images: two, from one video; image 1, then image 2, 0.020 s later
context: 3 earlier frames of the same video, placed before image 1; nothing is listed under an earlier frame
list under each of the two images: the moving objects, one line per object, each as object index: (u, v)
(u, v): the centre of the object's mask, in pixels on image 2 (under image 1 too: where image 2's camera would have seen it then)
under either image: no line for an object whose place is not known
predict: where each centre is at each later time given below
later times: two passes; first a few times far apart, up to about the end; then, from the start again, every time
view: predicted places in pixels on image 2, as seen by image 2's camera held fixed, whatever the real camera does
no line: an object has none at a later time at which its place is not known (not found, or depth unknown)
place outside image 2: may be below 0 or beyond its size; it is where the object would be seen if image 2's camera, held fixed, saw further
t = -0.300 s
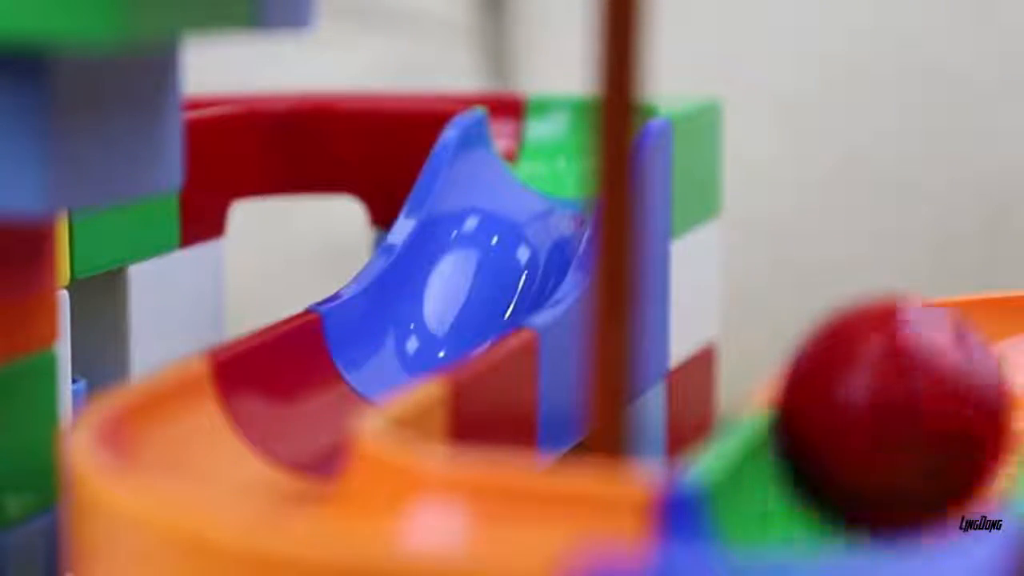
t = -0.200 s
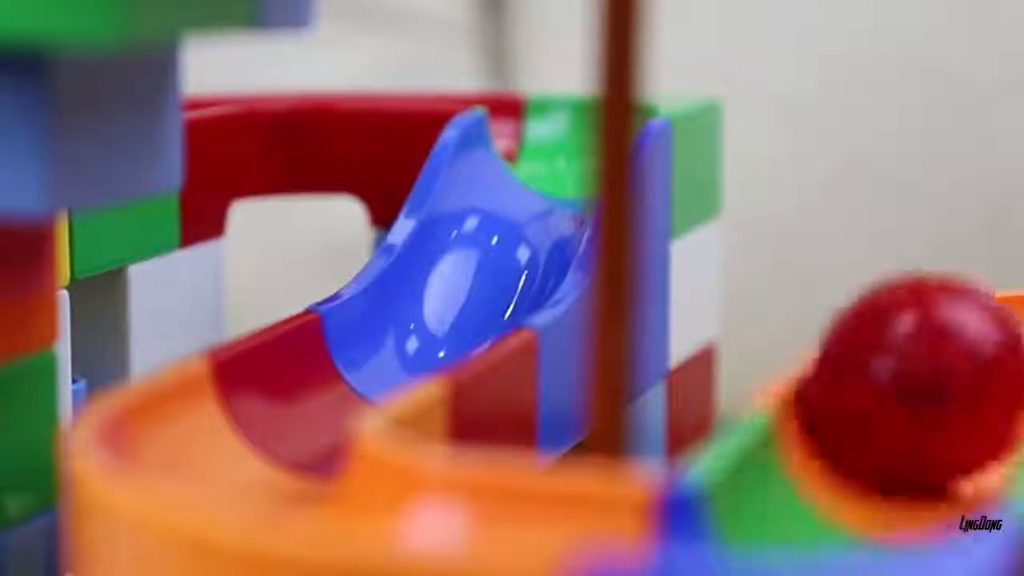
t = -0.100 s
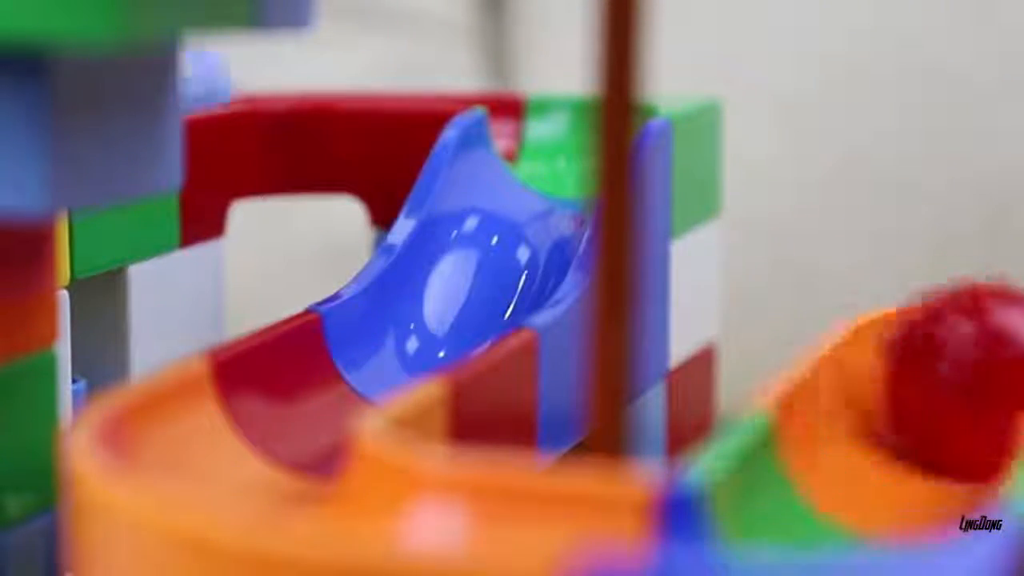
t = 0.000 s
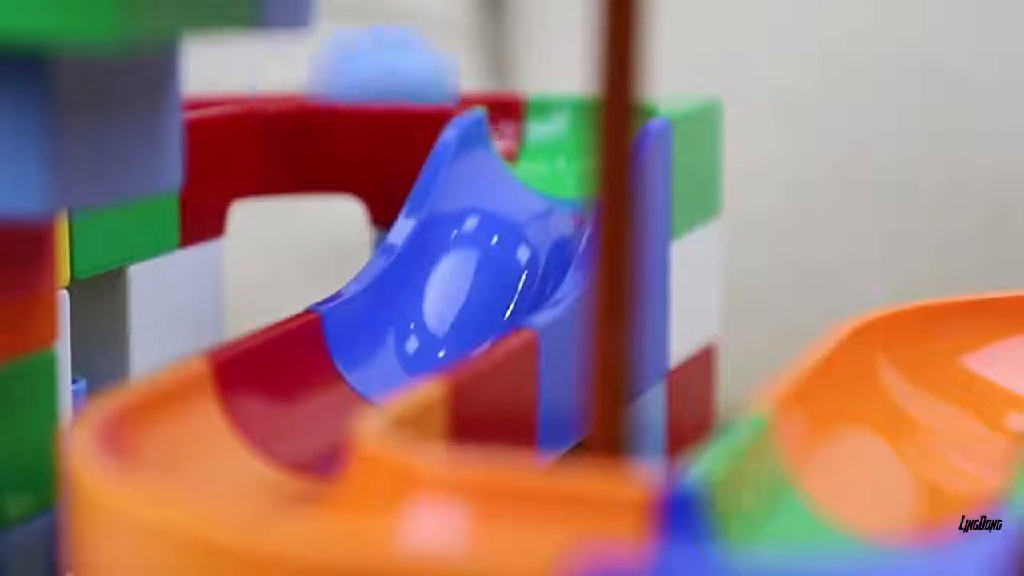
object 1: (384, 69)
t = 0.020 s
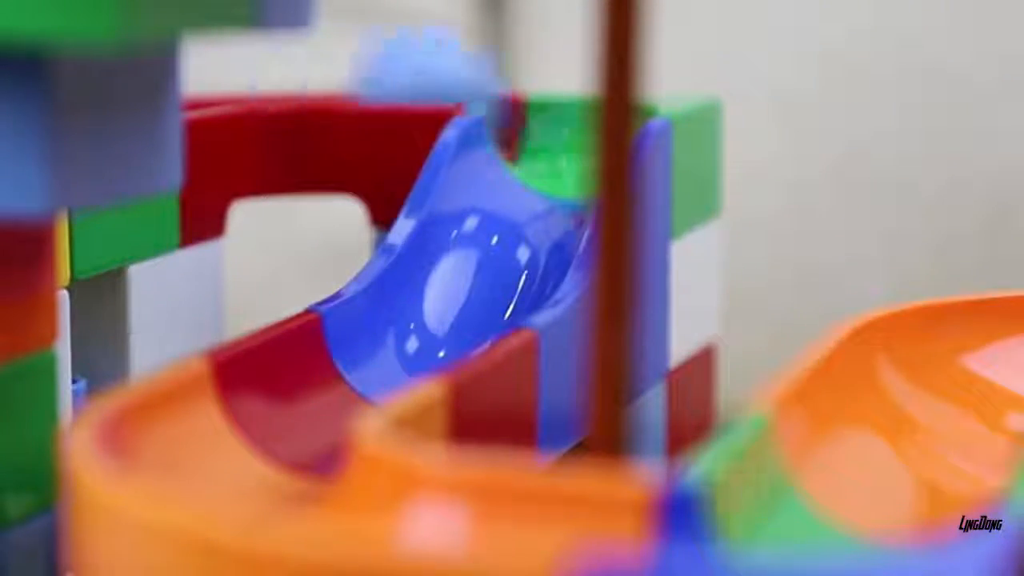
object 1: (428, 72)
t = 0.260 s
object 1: (494, 208)
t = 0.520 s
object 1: (393, 447)
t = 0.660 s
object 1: (847, 460)
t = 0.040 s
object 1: (476, 82)
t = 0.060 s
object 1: (517, 95)
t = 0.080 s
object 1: (539, 101)
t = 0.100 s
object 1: (546, 107)
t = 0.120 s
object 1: (552, 106)
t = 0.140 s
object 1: (548, 117)
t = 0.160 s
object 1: (543, 123)
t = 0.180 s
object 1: (536, 130)
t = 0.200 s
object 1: (527, 142)
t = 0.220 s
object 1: (522, 155)
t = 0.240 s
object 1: (509, 180)
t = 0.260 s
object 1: (494, 208)
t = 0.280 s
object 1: (475, 247)
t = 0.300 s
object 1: (444, 286)
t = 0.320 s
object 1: (419, 303)
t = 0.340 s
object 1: (391, 318)
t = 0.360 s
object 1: (353, 343)
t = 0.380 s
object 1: (319, 360)
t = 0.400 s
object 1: (281, 383)
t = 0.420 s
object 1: (247, 397)
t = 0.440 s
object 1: (225, 405)
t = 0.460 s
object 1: (232, 420)
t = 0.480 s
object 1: (263, 430)
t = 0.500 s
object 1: (324, 438)
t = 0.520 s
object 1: (393, 447)
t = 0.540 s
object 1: (471, 457)
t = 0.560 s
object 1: (547, 462)
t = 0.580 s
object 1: (630, 481)
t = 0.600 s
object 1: (702, 485)
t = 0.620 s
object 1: (767, 475)
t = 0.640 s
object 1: (814, 473)
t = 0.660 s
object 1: (847, 460)
